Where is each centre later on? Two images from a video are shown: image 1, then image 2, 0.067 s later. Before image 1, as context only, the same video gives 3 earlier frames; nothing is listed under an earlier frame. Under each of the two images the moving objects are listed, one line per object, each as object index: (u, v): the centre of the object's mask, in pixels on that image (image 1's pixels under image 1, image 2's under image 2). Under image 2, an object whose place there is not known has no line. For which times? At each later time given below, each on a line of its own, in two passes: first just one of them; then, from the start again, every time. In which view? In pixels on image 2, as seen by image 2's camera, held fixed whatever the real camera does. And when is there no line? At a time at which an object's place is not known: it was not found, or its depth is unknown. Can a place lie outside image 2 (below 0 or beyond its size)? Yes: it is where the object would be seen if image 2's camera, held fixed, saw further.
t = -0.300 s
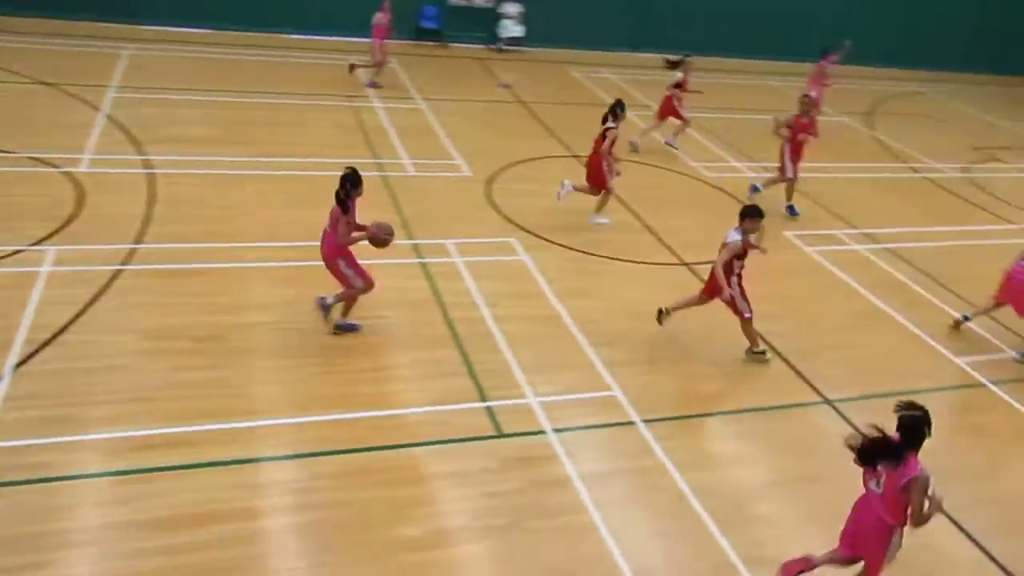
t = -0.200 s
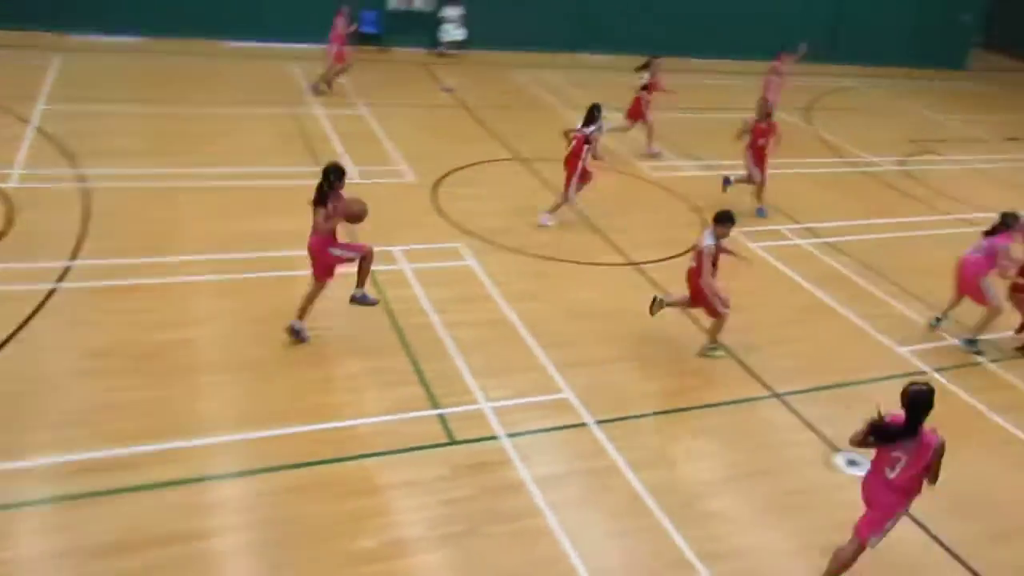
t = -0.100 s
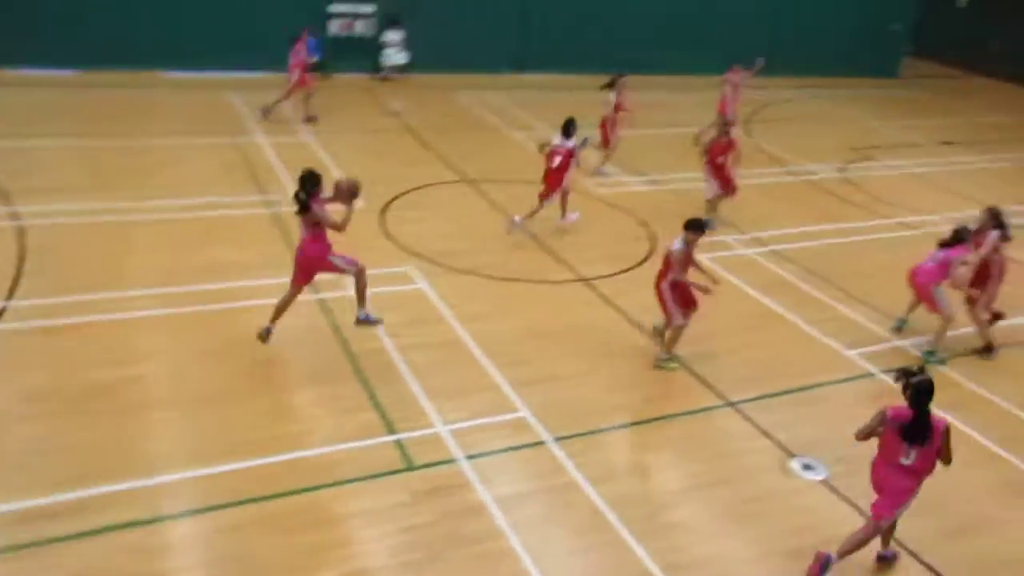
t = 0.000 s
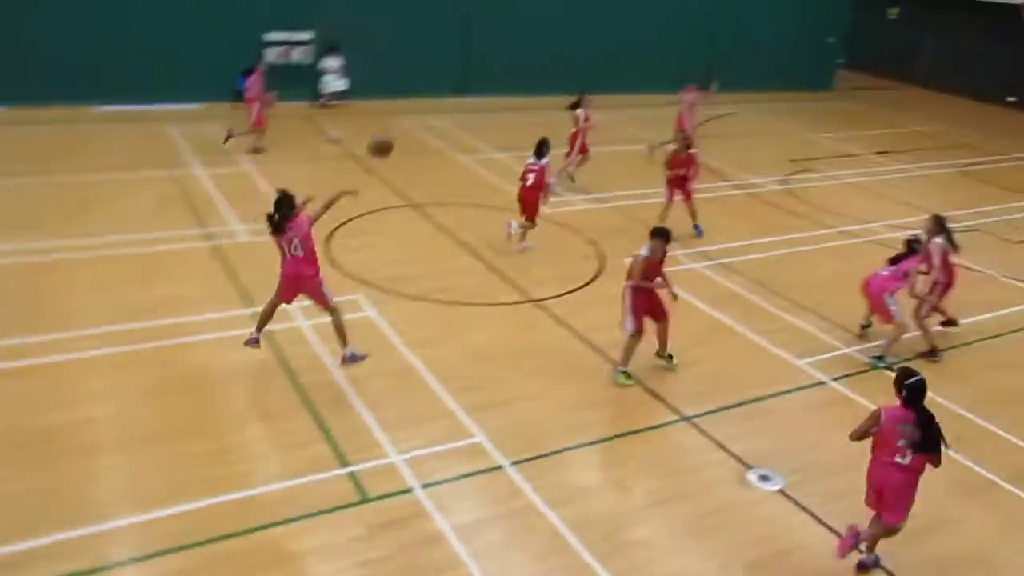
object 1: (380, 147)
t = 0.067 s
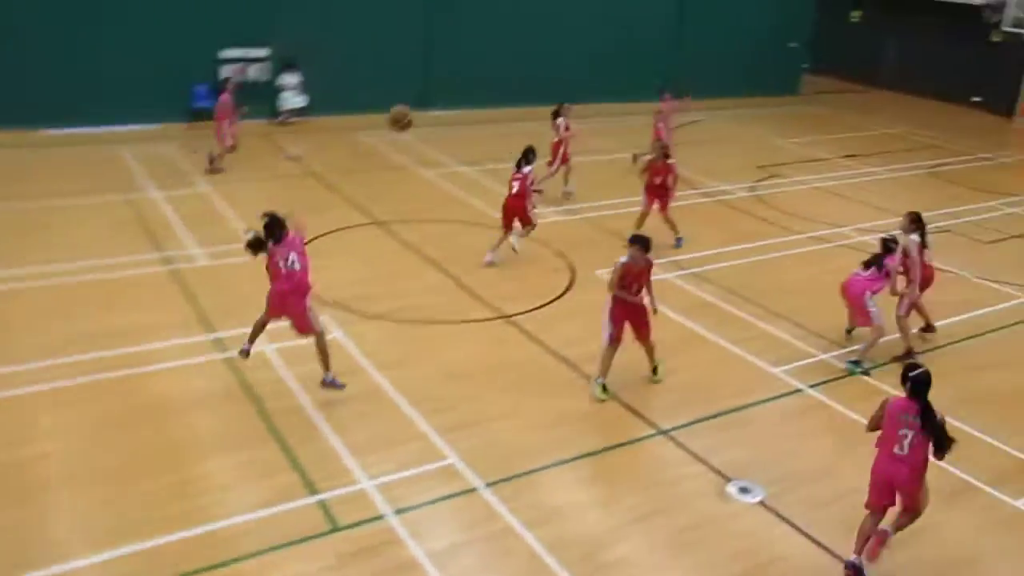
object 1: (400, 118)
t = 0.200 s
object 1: (492, 54)
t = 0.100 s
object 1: (426, 98)
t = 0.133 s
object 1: (448, 81)
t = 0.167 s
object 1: (471, 67)
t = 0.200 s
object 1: (492, 54)
